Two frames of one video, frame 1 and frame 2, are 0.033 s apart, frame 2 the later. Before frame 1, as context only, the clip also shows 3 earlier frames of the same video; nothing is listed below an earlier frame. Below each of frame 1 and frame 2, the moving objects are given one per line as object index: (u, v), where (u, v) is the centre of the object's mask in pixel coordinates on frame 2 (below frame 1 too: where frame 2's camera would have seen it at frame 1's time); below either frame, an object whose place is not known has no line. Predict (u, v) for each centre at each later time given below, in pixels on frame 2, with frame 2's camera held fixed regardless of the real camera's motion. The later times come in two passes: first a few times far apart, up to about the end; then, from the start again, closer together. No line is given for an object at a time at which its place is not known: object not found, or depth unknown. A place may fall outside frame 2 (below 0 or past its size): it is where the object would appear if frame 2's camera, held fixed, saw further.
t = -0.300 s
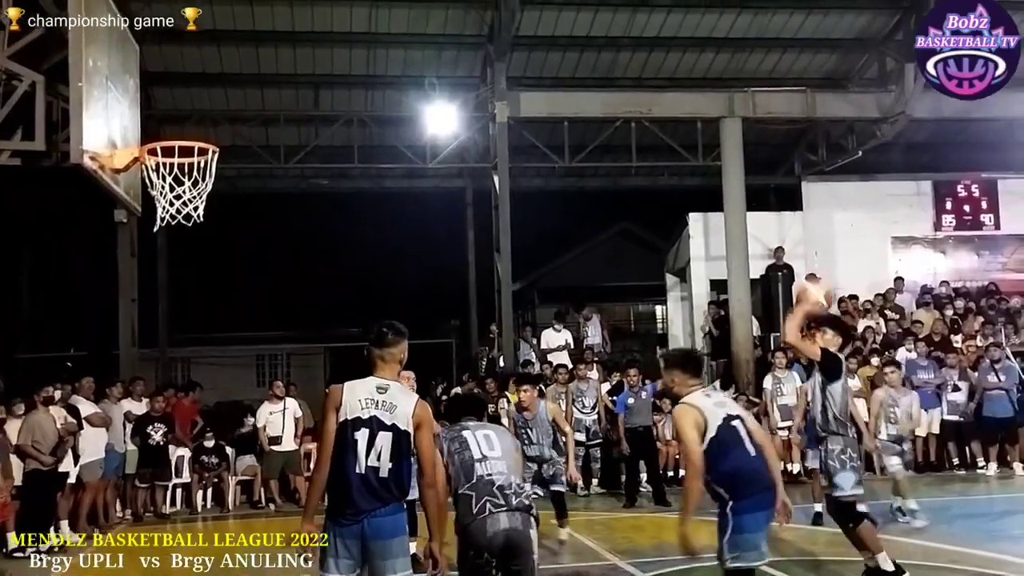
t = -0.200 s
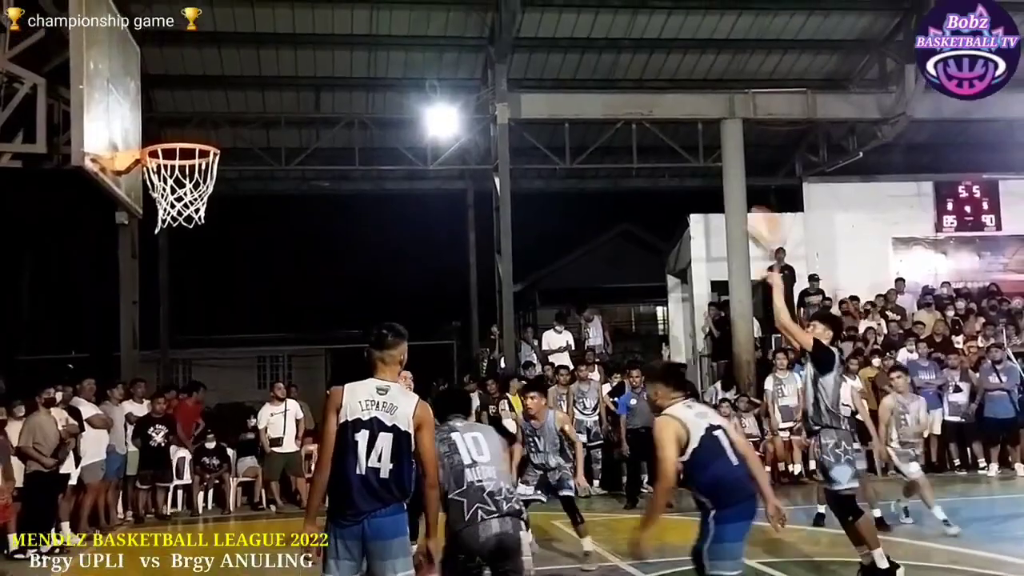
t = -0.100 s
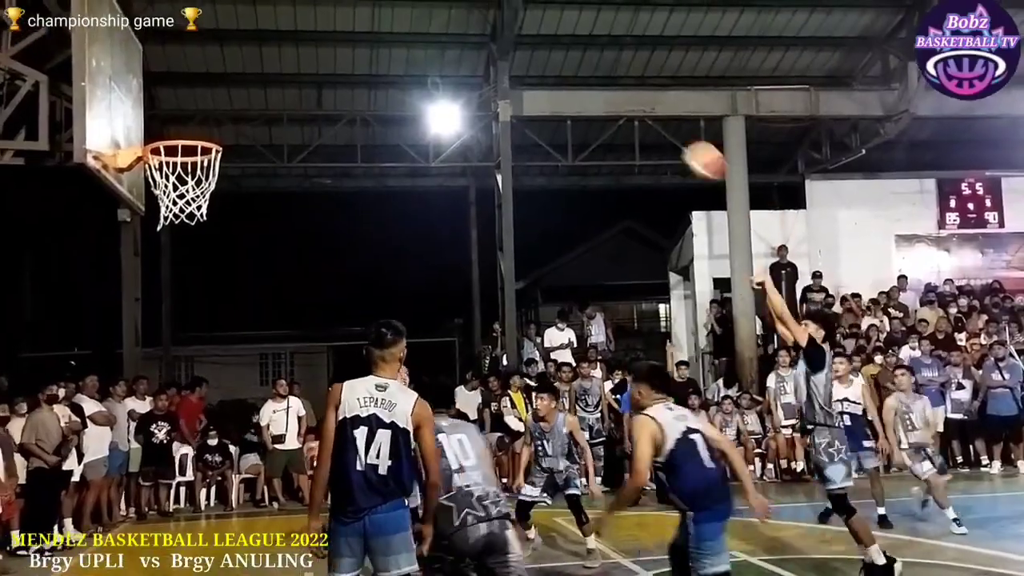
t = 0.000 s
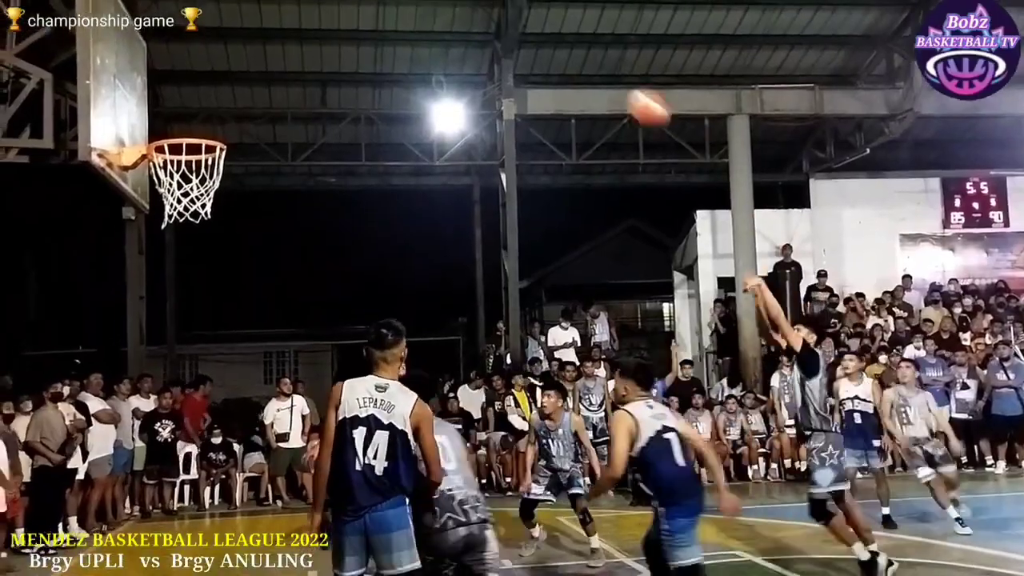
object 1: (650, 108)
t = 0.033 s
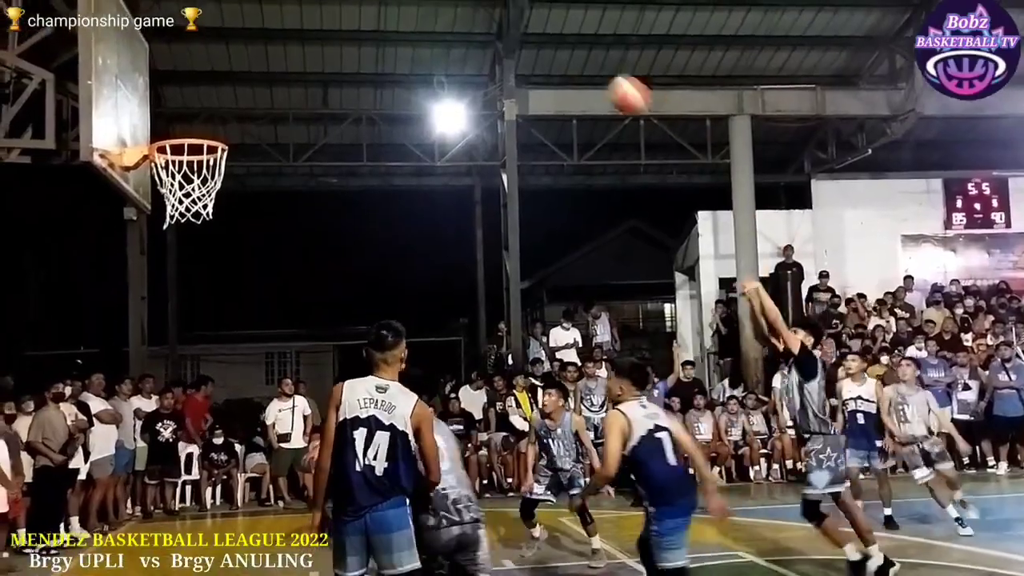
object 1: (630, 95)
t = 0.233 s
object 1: (508, 40)
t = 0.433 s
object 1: (386, 39)
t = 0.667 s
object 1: (240, 115)
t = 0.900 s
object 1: (173, 109)
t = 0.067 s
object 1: (607, 81)
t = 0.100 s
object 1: (589, 70)
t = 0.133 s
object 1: (569, 60)
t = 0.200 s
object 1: (529, 45)
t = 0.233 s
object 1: (508, 40)
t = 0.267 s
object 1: (488, 36)
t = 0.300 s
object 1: (467, 34)
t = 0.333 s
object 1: (447, 34)
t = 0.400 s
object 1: (407, 36)
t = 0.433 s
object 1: (386, 39)
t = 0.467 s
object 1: (364, 45)
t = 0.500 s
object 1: (344, 54)
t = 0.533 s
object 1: (322, 63)
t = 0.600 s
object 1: (282, 85)
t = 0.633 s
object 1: (261, 99)
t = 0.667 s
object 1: (240, 115)
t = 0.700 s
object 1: (219, 128)
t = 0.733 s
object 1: (204, 127)
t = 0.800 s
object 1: (175, 129)
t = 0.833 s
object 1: (165, 129)
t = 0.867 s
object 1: (169, 120)
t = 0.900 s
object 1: (173, 109)
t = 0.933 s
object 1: (176, 99)
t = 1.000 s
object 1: (182, 85)
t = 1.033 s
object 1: (185, 79)
